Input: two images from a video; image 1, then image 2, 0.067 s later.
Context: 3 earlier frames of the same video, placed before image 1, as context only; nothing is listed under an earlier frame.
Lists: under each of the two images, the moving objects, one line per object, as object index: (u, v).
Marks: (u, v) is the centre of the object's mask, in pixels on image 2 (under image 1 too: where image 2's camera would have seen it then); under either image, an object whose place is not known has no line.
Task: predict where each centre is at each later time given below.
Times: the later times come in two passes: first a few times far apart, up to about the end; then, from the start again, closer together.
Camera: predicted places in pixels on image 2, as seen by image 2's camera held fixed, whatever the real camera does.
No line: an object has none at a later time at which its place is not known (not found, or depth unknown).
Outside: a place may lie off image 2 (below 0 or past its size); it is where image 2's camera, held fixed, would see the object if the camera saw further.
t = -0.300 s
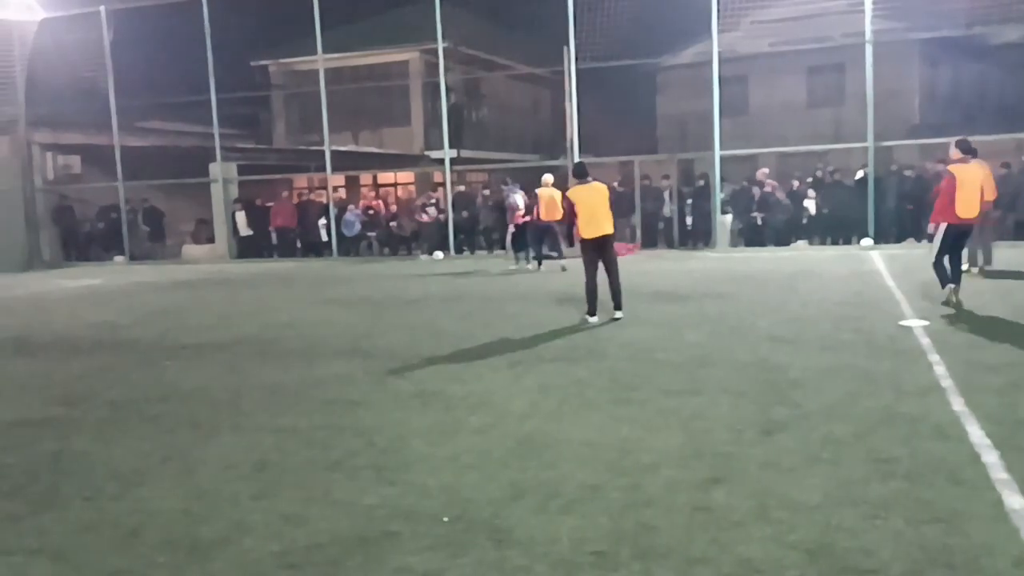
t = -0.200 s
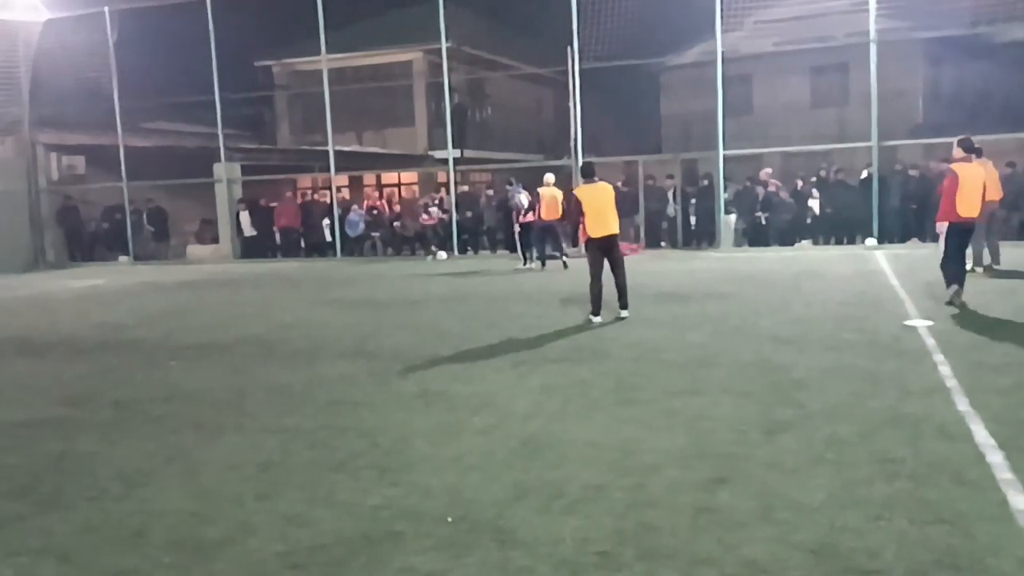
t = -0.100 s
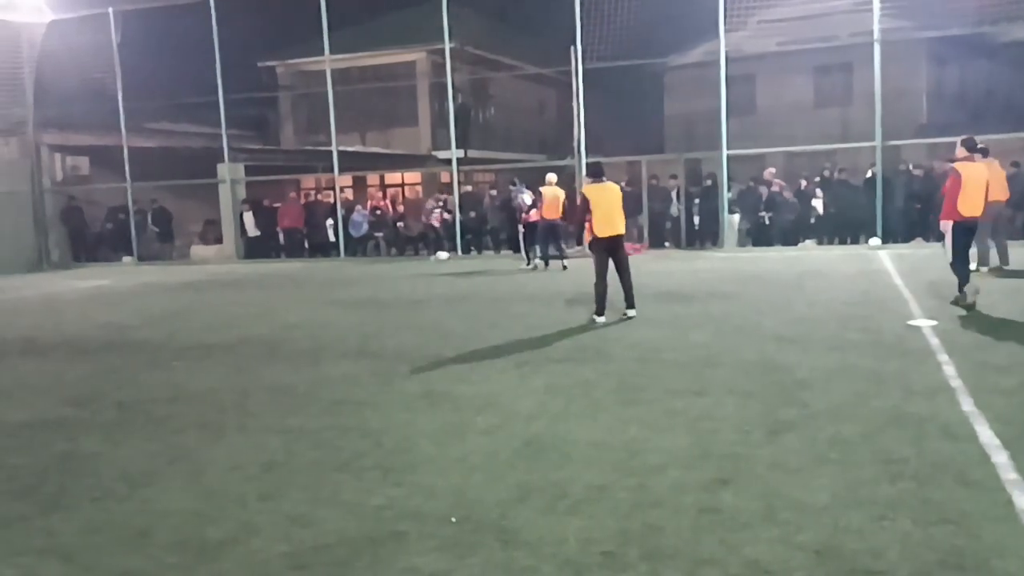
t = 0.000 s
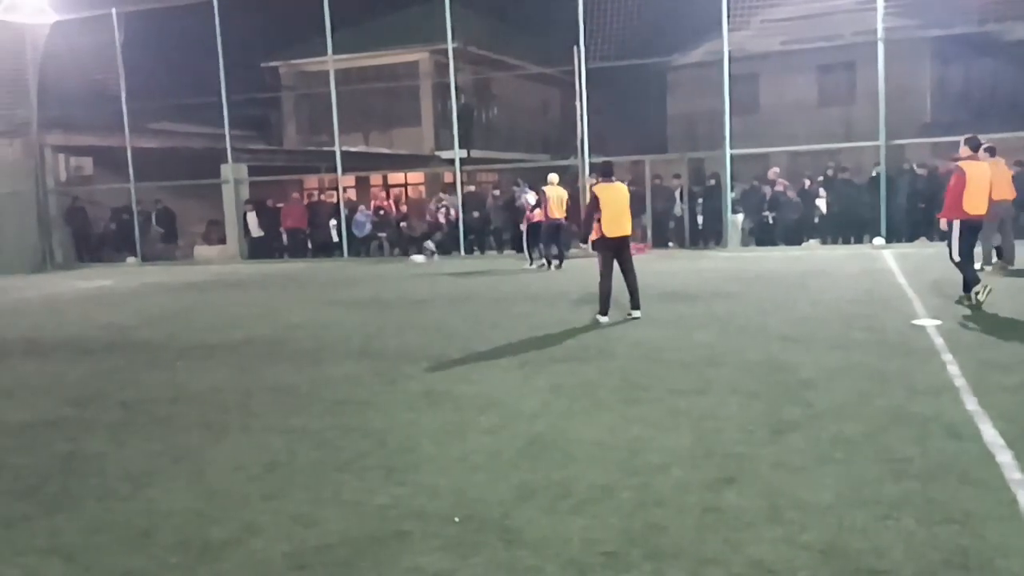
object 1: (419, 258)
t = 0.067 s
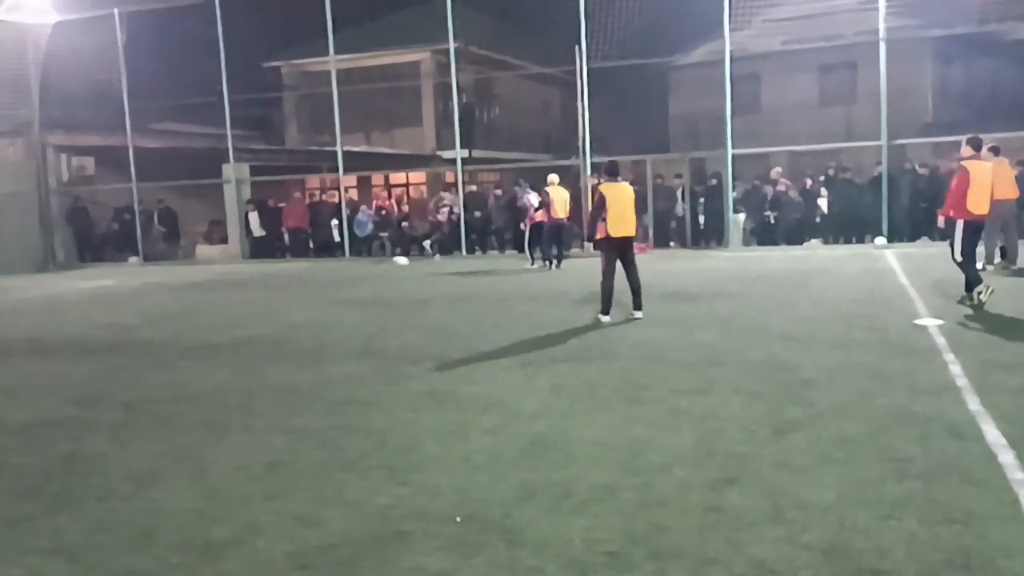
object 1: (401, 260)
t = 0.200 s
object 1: (363, 264)
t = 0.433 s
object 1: (296, 275)
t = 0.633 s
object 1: (244, 280)
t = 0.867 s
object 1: (179, 288)
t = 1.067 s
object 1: (119, 296)
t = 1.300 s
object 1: (43, 302)
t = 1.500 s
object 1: (-30, 313)
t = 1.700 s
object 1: (-110, 326)
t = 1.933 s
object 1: (-216, 342)
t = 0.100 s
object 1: (392, 260)
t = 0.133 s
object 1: (382, 261)
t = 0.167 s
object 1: (372, 262)
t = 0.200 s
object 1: (363, 264)
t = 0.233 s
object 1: (354, 267)
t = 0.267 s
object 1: (343, 268)
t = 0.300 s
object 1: (335, 268)
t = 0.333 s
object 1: (325, 269)
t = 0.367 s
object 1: (314, 271)
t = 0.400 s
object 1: (305, 273)
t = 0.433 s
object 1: (296, 275)
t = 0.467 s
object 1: (287, 275)
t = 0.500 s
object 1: (279, 275)
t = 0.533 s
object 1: (270, 276)
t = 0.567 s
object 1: (261, 277)
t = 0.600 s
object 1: (253, 280)
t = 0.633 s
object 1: (244, 280)
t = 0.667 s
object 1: (234, 279)
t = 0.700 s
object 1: (226, 279)
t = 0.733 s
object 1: (217, 281)
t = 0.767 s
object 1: (207, 282)
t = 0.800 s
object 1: (198, 286)
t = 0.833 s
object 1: (189, 288)
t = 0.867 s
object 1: (179, 288)
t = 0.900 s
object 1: (170, 287)
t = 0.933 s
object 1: (160, 288)
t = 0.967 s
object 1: (150, 291)
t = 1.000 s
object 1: (140, 294)
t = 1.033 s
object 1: (130, 295)
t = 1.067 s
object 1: (119, 296)
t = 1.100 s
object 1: (109, 296)
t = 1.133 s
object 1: (98, 298)
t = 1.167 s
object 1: (88, 300)
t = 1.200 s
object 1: (77, 302)
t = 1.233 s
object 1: (66, 302)
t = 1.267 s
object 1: (55, 301)
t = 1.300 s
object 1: (43, 302)
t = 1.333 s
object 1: (31, 305)
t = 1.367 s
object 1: (19, 308)
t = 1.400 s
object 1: (8, 311)
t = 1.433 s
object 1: (-5, 312)
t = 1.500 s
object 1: (-30, 313)
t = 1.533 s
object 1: (-41, 313)
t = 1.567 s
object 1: (-56, 317)
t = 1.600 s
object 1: (-70, 321)
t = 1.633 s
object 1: (-83, 322)
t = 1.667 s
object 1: (-96, 324)
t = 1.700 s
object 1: (-110, 326)
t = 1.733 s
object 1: (-125, 329)
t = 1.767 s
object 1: (-139, 332)
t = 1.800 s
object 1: (-154, 333)
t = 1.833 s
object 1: (-169, 336)
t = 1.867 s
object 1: (-185, 337)
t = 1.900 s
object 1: (-200, 339)
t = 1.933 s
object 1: (-216, 342)
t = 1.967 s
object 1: (-231, 343)
